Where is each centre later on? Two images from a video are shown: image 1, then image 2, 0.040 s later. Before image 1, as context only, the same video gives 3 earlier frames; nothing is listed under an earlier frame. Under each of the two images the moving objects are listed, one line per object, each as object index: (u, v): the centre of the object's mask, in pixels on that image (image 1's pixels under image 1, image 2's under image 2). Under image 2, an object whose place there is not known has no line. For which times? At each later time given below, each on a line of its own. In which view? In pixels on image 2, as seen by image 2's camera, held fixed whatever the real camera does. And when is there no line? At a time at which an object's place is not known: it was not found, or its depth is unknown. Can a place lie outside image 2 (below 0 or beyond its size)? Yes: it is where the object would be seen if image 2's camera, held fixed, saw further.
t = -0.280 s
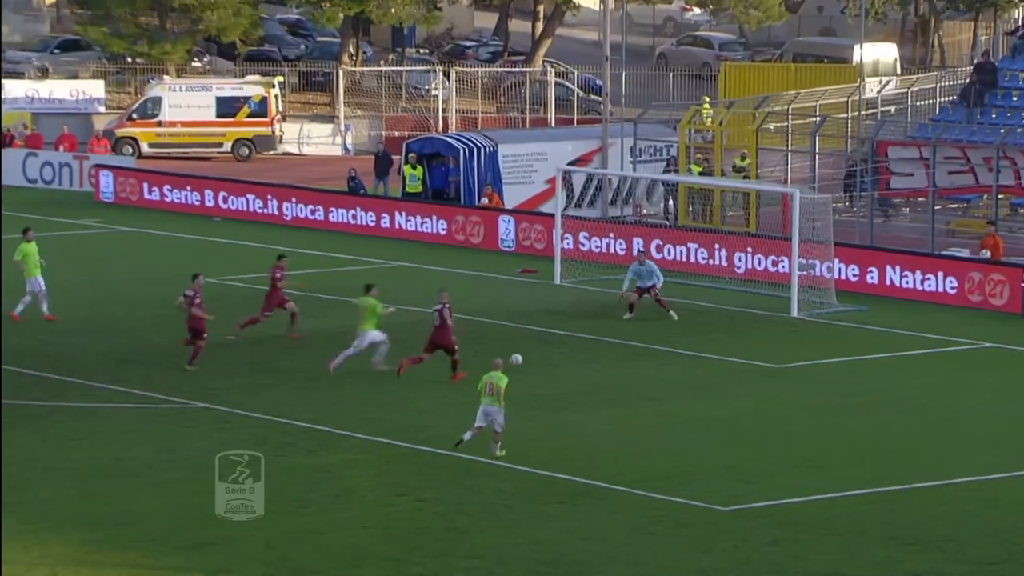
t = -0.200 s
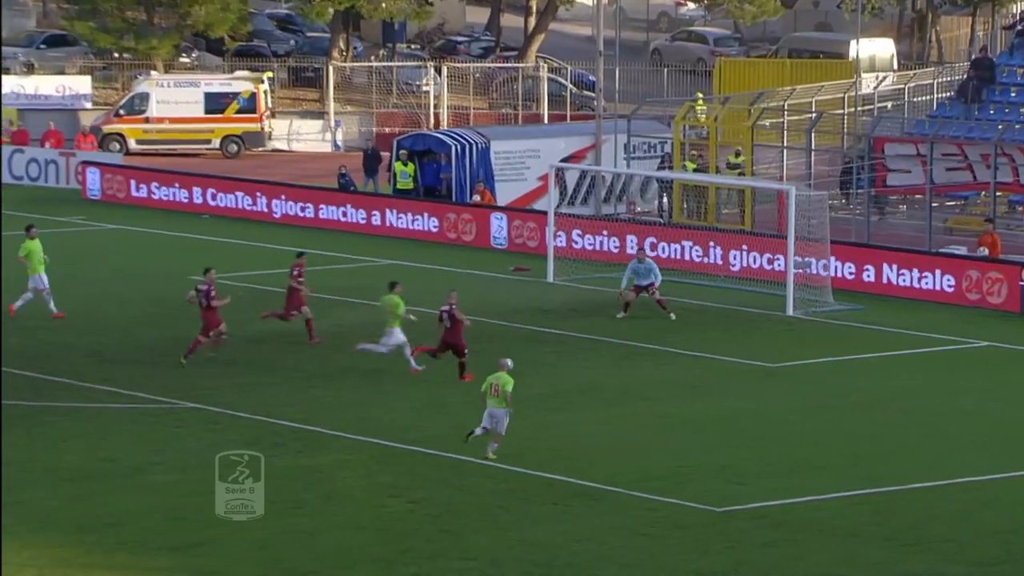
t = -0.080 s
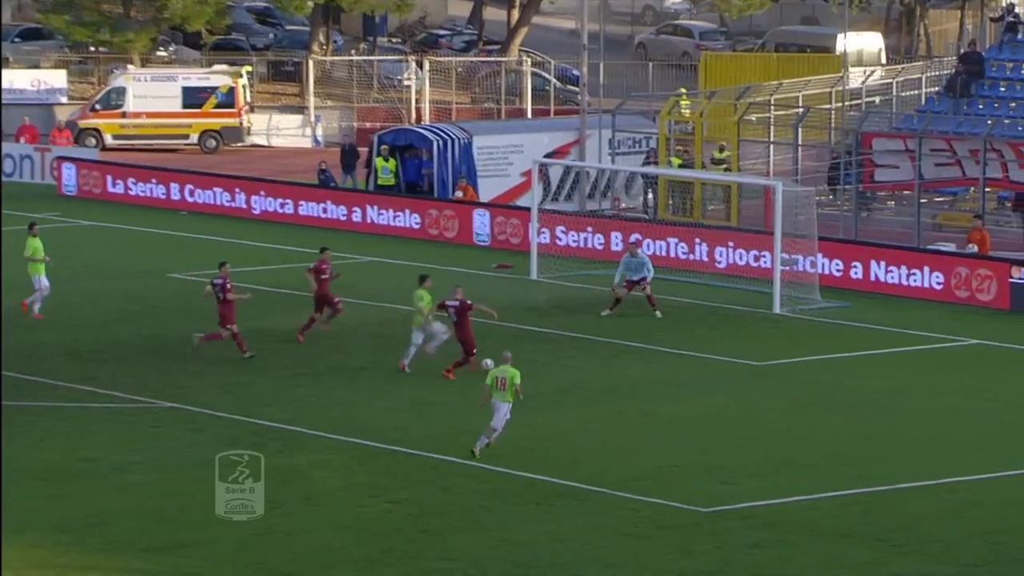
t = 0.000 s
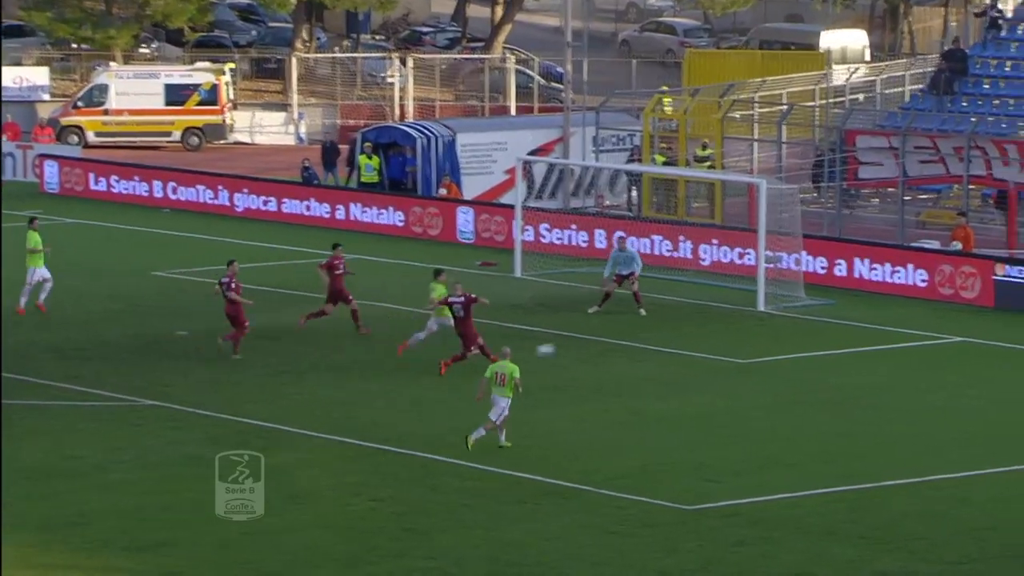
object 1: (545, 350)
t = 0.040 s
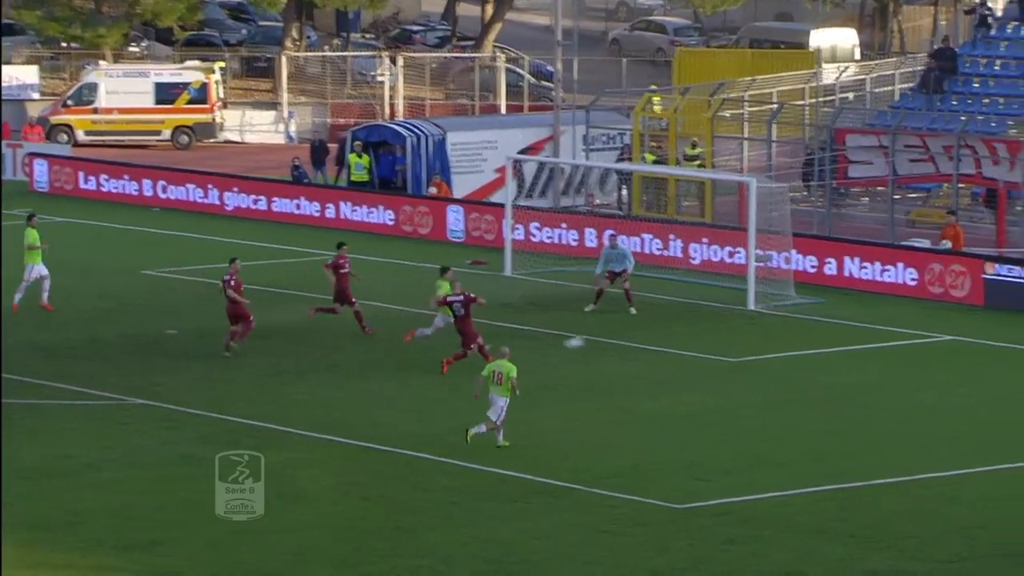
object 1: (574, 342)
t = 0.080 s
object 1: (613, 338)
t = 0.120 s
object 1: (650, 335)
